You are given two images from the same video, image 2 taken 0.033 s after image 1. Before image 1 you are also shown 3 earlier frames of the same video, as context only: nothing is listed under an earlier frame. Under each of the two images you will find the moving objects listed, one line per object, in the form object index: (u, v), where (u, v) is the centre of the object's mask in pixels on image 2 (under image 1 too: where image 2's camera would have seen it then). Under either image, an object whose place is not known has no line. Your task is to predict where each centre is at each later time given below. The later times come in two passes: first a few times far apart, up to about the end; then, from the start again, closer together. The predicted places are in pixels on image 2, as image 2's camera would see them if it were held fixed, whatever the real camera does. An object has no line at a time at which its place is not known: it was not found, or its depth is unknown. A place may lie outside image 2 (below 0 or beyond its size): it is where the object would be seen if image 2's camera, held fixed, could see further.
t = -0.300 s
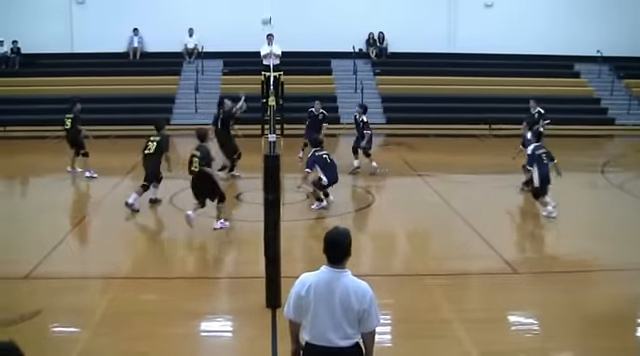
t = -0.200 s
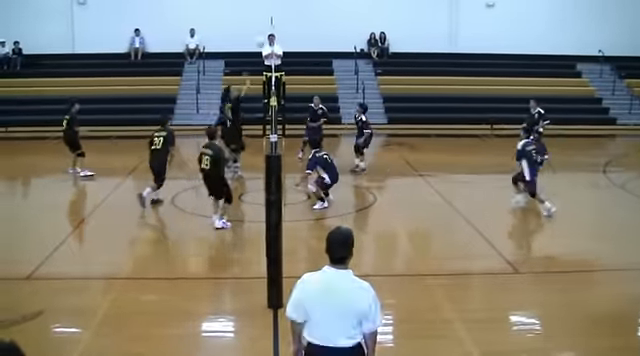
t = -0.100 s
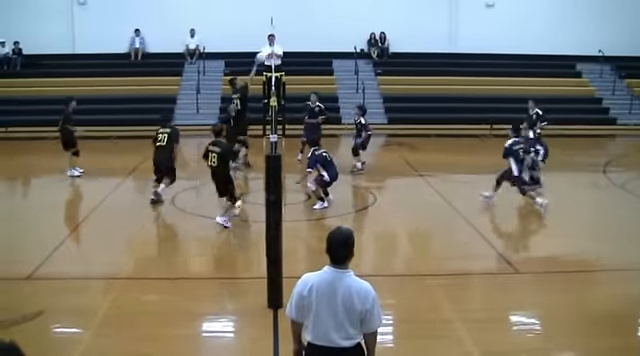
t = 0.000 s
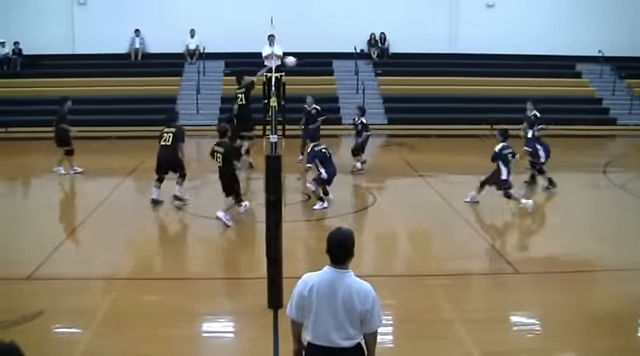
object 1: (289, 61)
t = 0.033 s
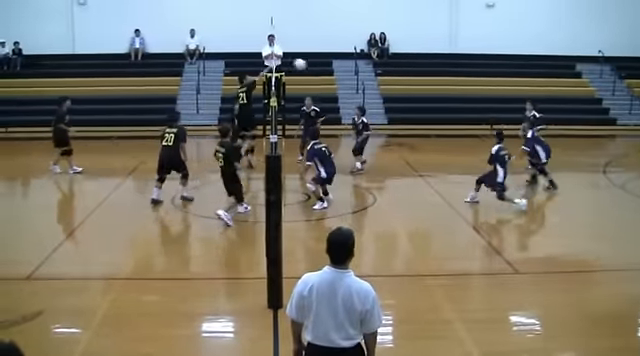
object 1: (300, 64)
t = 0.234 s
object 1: (354, 89)
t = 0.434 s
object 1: (404, 133)
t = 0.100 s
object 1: (318, 70)
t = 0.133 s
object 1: (327, 73)
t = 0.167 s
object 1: (336, 78)
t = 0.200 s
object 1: (344, 84)
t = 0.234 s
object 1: (354, 89)
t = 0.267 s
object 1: (362, 97)
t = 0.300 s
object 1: (371, 101)
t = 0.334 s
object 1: (379, 108)
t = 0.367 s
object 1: (387, 117)
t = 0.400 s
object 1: (395, 124)
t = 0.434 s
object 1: (404, 133)
